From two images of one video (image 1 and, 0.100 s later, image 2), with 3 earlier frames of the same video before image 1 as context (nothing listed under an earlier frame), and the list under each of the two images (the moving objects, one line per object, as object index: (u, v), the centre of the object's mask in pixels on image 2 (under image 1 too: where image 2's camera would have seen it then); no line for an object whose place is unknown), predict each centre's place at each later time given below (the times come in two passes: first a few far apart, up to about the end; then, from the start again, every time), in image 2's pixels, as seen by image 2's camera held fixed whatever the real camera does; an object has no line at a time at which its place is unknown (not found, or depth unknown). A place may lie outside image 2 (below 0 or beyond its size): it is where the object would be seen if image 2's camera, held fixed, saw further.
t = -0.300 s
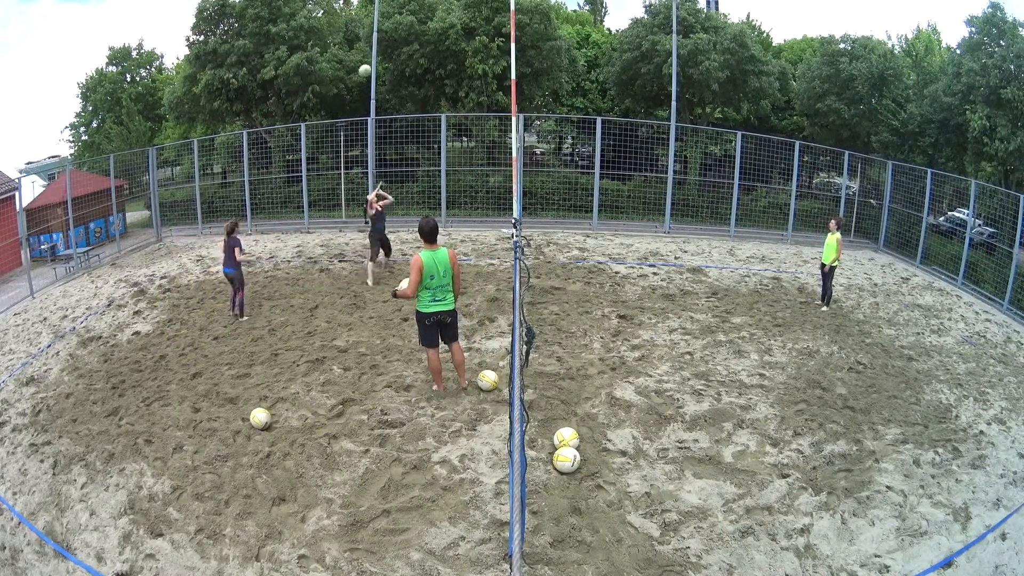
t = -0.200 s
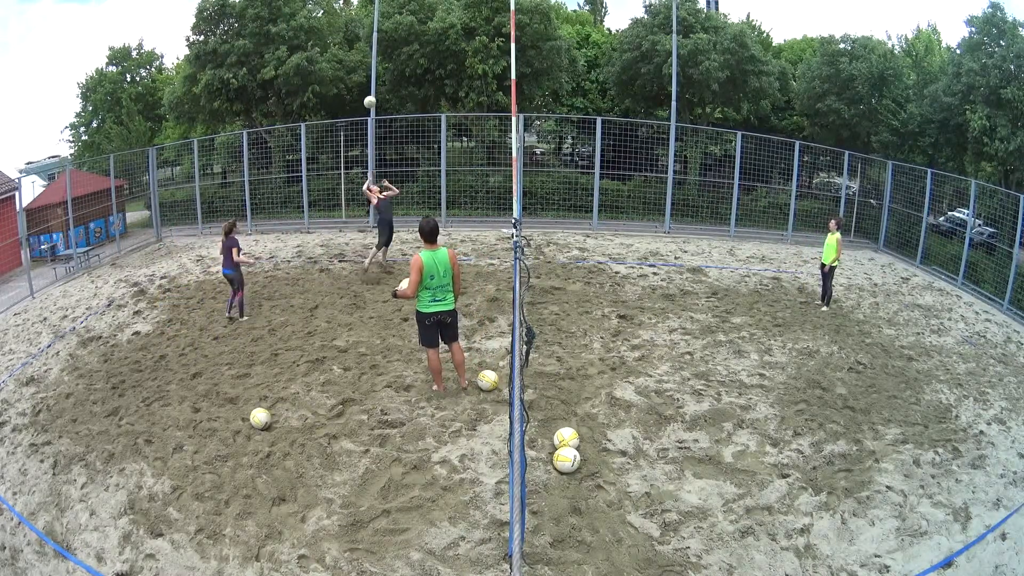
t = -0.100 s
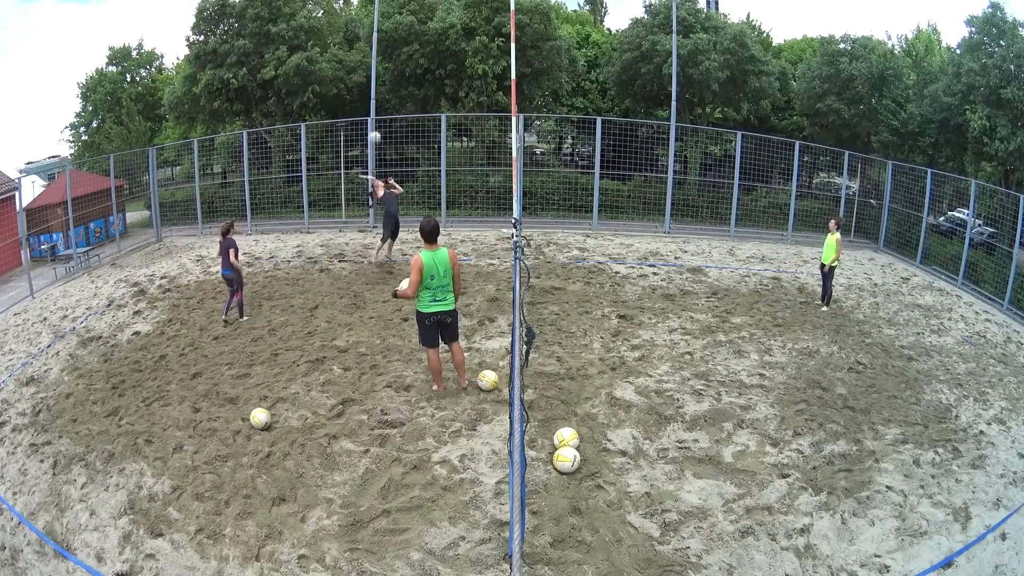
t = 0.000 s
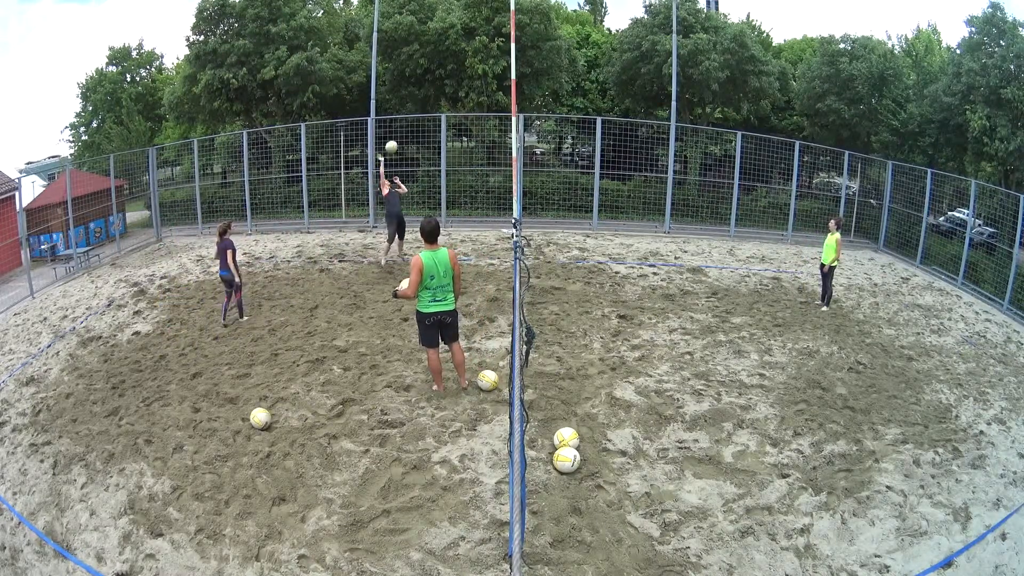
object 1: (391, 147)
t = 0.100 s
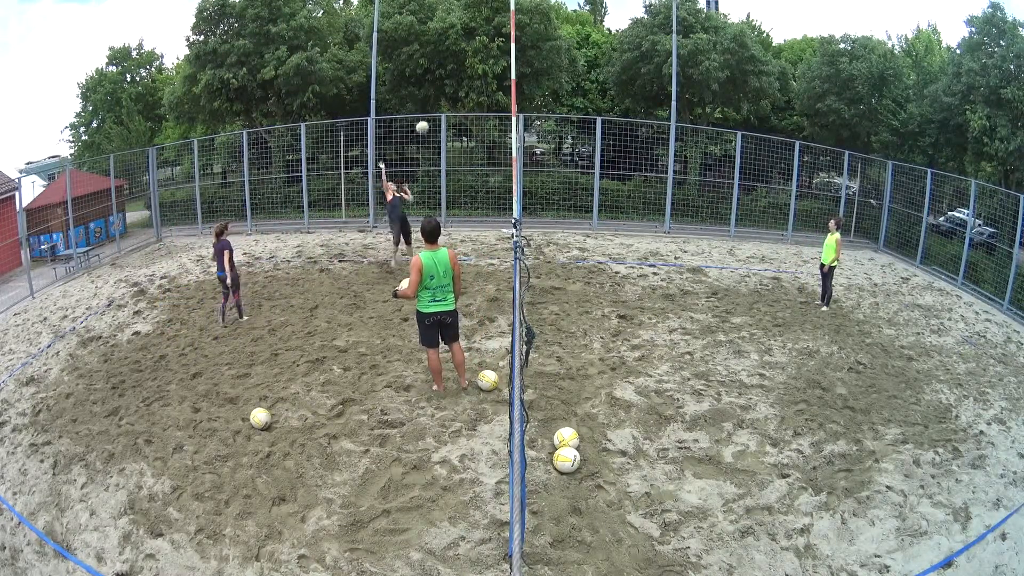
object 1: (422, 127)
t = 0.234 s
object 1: (466, 111)
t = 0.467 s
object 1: (546, 109)
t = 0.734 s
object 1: (638, 154)
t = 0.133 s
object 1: (433, 122)
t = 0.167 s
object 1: (444, 116)
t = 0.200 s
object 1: (455, 113)
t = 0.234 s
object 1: (466, 111)
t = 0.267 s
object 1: (477, 108)
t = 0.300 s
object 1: (488, 106)
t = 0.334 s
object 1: (500, 105)
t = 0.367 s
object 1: (510, 105)
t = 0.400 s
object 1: (523, 105)
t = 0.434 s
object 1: (535, 107)
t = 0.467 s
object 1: (546, 109)
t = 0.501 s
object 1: (558, 112)
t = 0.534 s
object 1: (570, 115)
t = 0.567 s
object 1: (581, 120)
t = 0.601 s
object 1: (592, 125)
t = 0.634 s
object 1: (604, 131)
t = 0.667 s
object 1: (616, 138)
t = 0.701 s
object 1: (626, 146)
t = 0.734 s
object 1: (638, 154)
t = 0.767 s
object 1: (649, 163)
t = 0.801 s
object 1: (659, 173)
